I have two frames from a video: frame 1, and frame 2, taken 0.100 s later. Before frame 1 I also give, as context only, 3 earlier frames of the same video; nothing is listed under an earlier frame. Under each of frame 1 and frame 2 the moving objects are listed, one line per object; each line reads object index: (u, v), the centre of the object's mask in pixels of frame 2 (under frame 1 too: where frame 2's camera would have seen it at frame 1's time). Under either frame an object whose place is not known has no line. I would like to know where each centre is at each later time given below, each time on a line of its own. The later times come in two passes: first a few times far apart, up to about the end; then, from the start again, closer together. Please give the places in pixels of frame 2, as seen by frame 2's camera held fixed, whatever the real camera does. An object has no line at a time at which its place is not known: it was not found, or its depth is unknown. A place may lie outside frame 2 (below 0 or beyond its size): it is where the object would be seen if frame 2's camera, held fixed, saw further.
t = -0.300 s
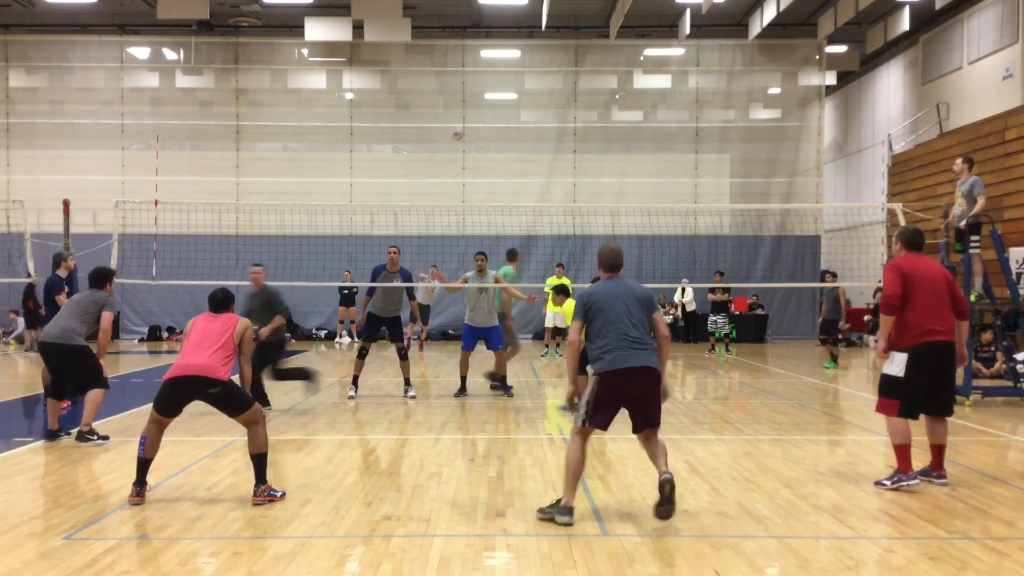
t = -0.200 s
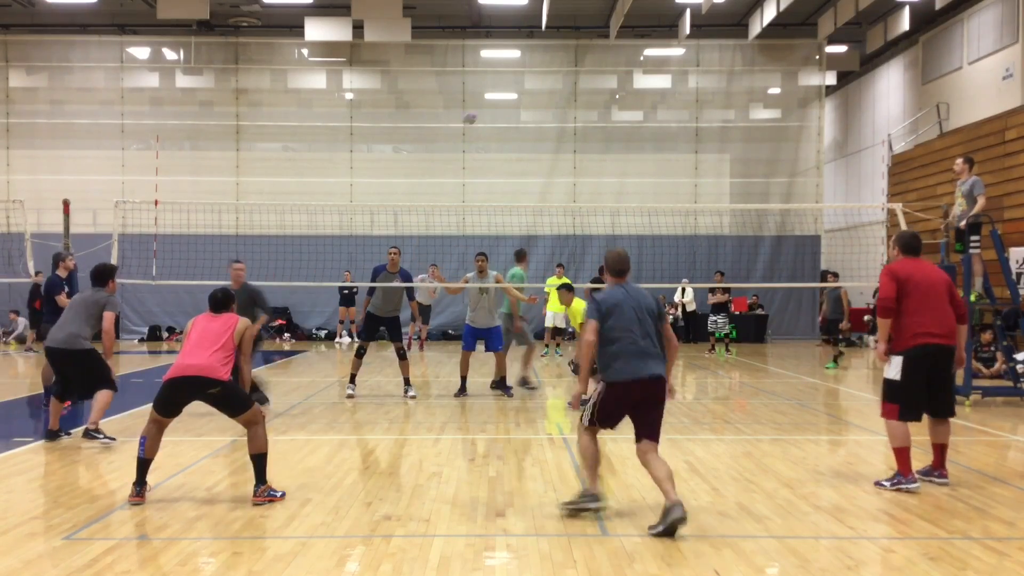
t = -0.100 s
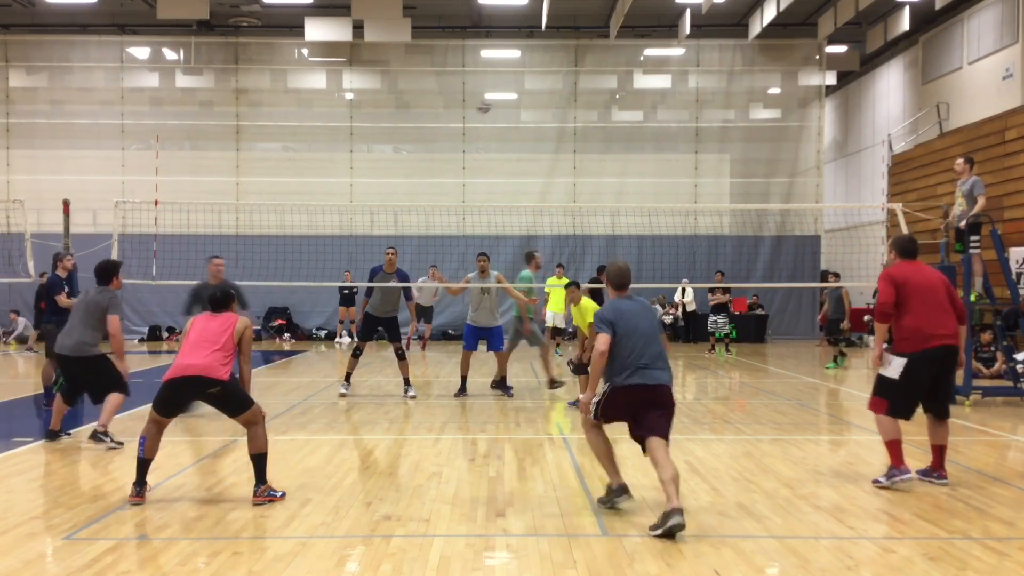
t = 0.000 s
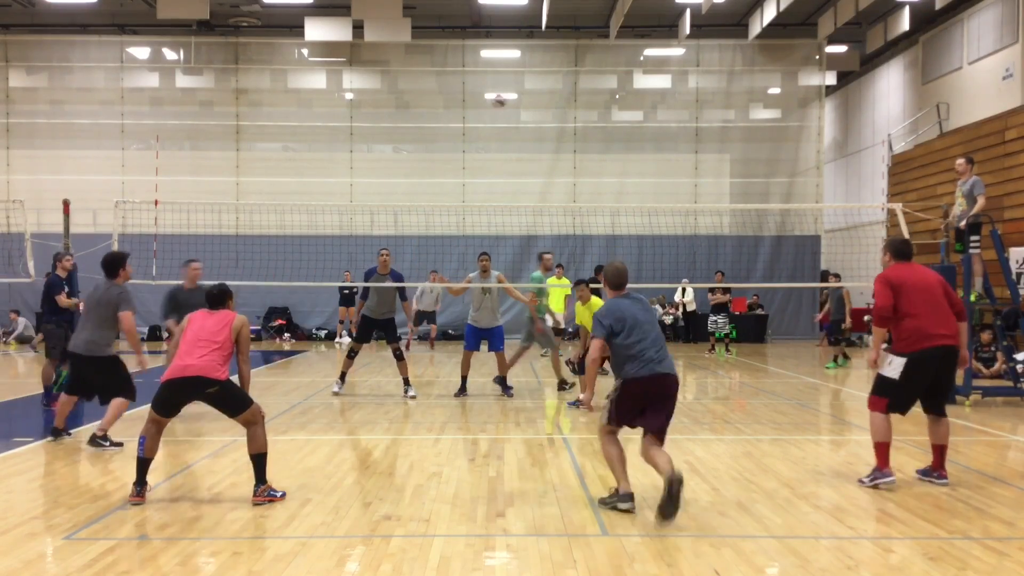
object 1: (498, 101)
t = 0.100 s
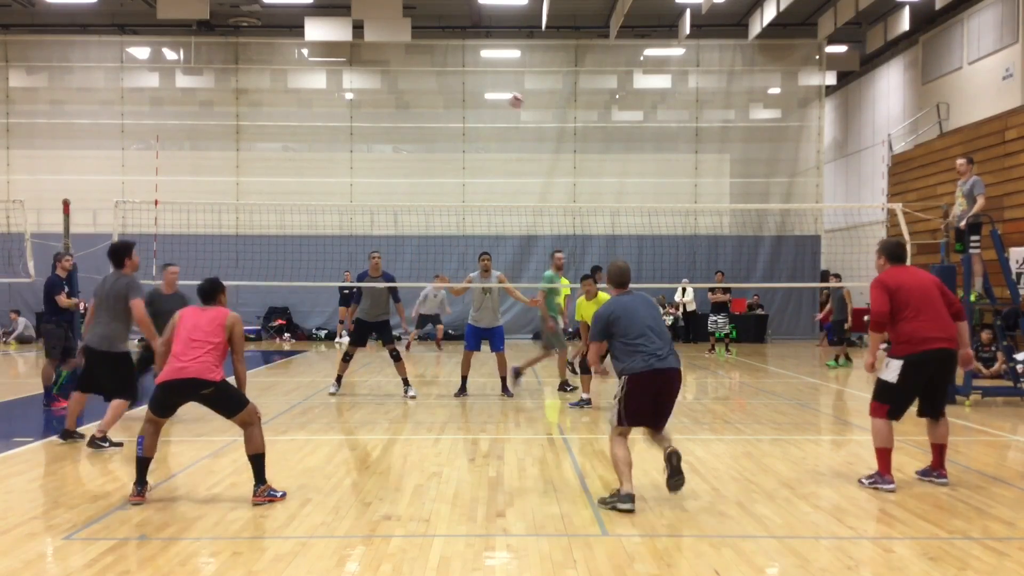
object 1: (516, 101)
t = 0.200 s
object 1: (533, 108)
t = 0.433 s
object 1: (583, 165)
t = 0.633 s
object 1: (643, 268)
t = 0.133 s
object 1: (521, 102)
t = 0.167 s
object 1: (527, 104)
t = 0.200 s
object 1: (533, 108)
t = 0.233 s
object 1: (539, 112)
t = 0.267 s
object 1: (545, 118)
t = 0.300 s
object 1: (553, 125)
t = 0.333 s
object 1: (560, 133)
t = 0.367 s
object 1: (568, 142)
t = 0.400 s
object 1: (576, 152)
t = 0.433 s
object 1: (583, 165)
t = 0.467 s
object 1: (594, 178)
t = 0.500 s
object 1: (601, 193)
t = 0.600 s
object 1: (634, 248)
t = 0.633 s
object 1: (643, 268)
